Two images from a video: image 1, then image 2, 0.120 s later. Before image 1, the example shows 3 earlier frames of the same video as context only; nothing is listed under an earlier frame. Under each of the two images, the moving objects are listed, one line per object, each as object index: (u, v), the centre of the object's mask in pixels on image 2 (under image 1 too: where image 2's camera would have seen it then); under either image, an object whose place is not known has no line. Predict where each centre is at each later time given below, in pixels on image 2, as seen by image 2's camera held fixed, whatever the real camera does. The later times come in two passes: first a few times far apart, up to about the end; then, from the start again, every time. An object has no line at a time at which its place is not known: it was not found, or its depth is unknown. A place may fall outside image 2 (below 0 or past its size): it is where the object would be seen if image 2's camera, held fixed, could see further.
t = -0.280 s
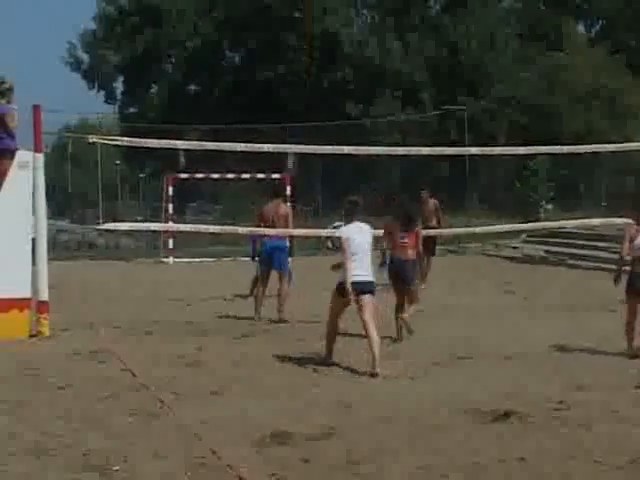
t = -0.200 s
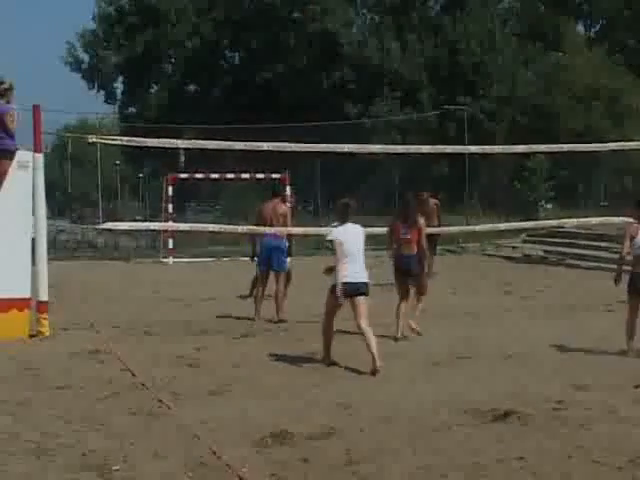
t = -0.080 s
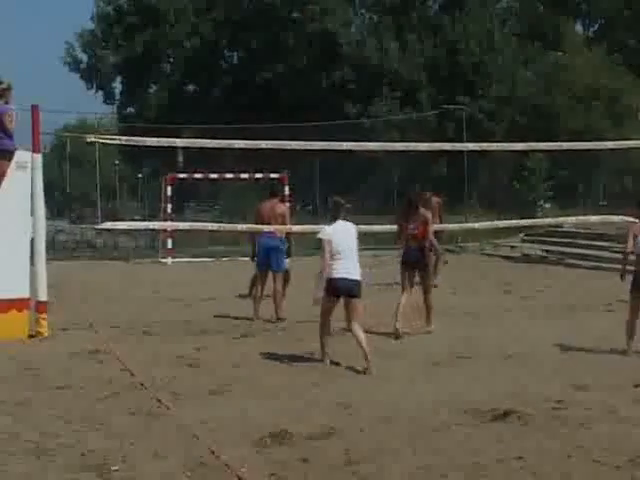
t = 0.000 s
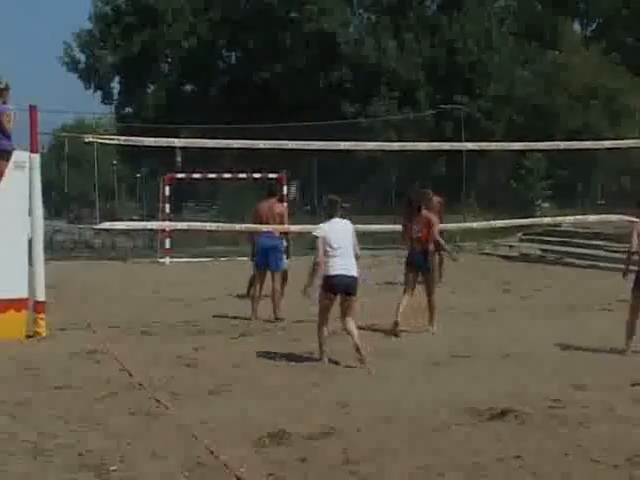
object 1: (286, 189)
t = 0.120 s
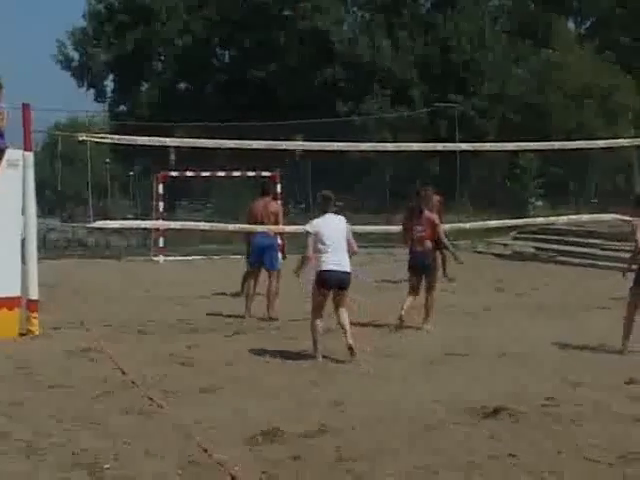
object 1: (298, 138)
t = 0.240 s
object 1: (308, 109)
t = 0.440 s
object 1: (326, 74)
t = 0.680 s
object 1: (350, 64)
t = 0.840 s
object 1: (368, 79)
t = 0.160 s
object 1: (300, 132)
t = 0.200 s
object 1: (304, 120)
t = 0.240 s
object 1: (308, 109)
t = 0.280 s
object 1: (311, 100)
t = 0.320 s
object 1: (315, 91)
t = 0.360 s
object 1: (319, 85)
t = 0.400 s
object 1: (323, 78)
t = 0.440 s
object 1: (326, 74)
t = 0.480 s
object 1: (330, 69)
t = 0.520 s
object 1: (334, 66)
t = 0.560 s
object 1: (337, 64)
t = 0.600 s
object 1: (341, 63)
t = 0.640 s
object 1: (345, 63)
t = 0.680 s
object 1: (350, 64)
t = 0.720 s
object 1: (355, 65)
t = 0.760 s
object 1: (359, 68)
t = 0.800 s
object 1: (364, 73)
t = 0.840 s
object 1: (368, 79)
